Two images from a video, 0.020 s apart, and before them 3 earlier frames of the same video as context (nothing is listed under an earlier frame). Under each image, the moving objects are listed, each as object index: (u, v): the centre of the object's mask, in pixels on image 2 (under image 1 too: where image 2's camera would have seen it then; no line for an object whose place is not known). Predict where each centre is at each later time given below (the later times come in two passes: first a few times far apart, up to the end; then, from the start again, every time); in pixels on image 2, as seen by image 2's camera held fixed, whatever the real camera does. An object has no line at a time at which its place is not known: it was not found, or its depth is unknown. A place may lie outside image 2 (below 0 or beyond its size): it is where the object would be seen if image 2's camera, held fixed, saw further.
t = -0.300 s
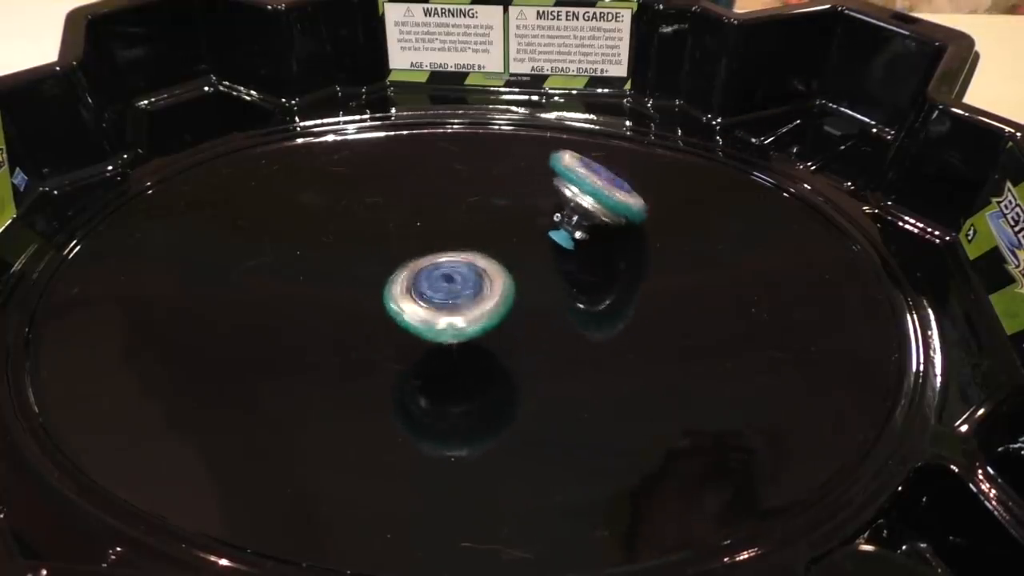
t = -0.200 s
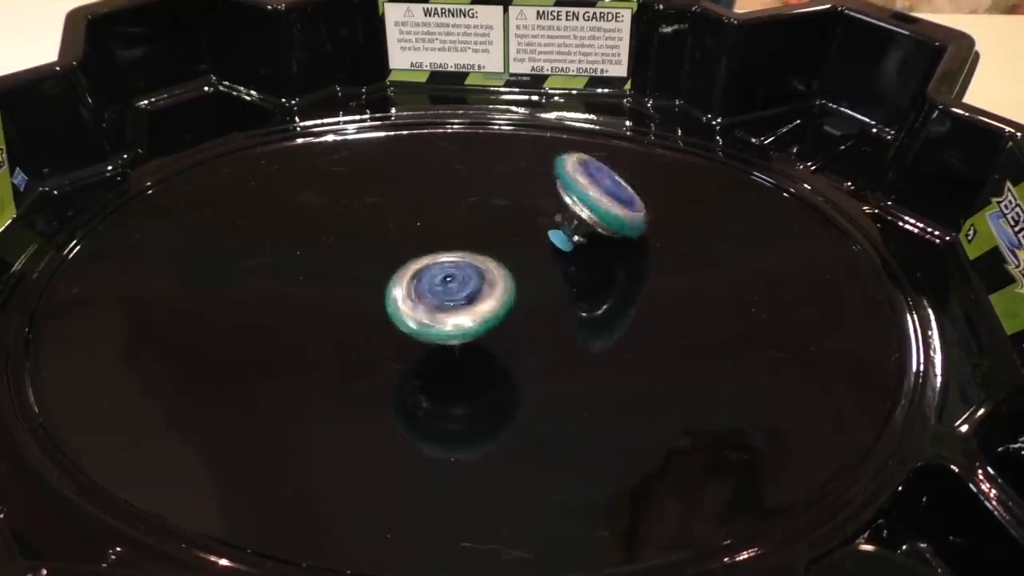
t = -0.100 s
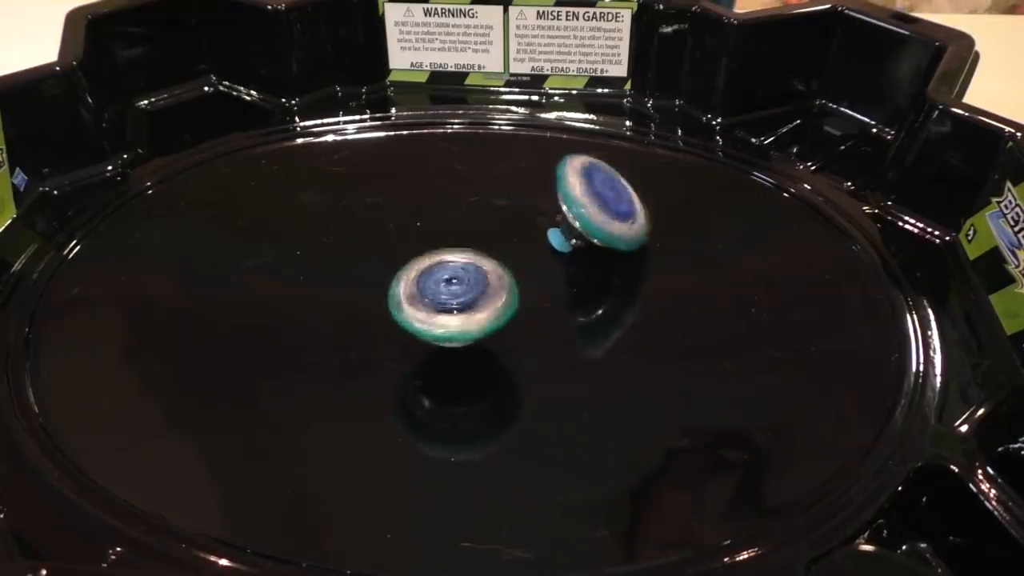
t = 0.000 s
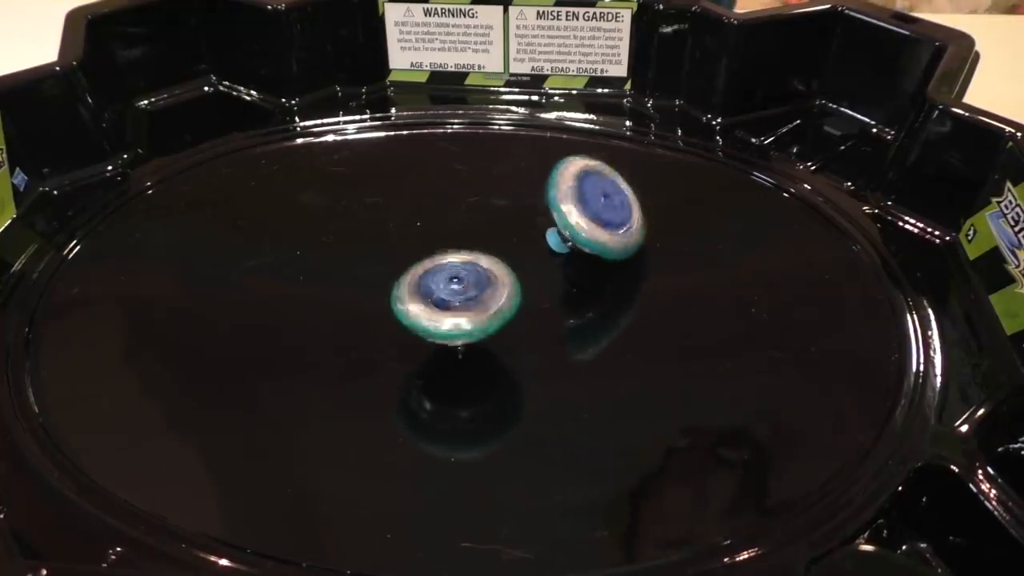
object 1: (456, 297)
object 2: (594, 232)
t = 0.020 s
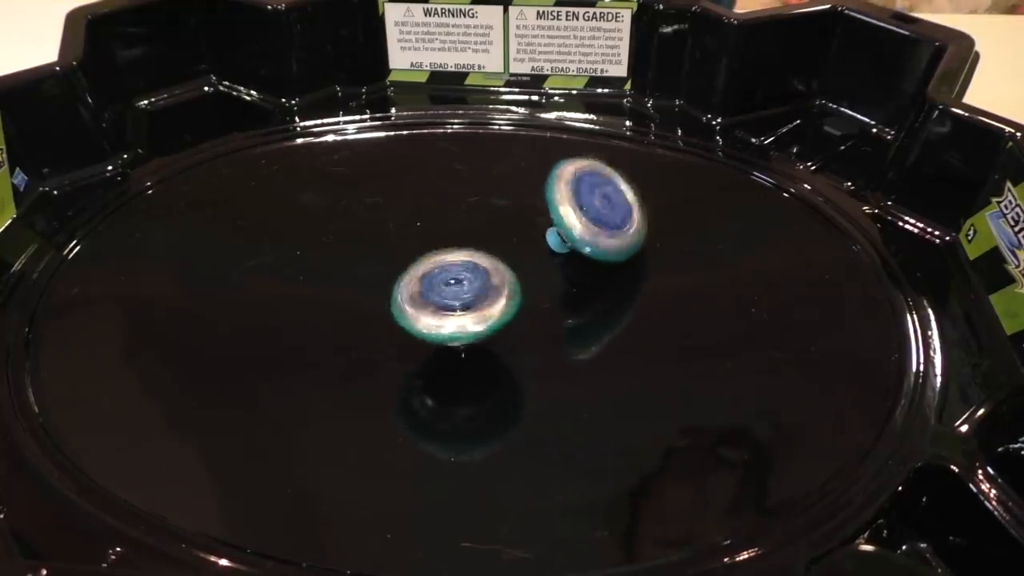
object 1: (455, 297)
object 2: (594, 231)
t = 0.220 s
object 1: (460, 297)
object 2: (579, 234)
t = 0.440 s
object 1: (464, 296)
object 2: (555, 216)
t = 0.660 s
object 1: (470, 293)
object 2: (540, 209)
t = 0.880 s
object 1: (471, 289)
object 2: (531, 205)
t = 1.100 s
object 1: (473, 284)
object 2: (536, 200)
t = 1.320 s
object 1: (469, 283)
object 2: (560, 224)
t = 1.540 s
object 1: (465, 284)
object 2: (558, 231)
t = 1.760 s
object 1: (443, 293)
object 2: (543, 294)
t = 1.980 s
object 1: (387, 328)
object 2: (568, 306)
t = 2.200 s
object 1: (409, 324)
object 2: (554, 295)
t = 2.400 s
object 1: (288, 265)
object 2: (681, 314)
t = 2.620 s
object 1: (228, 212)
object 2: (694, 328)
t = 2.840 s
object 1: (267, 226)
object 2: (572, 335)
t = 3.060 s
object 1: (427, 216)
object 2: (337, 361)
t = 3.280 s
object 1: (528, 234)
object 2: (146, 415)
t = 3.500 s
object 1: (494, 294)
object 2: (172, 428)
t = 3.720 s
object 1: (448, 301)
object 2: (248, 442)
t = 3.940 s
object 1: (454, 296)
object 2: (336, 353)
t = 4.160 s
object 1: (454, 302)
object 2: (292, 321)
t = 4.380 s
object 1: (462, 292)
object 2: (312, 316)
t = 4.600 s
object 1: (499, 281)
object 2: (387, 329)
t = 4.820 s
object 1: (495, 283)
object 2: (419, 362)
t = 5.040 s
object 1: (462, 280)
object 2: (418, 357)
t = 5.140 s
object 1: (450, 273)
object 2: (417, 357)
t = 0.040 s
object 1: (455, 297)
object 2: (593, 232)
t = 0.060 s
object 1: (456, 298)
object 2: (591, 232)
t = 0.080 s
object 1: (456, 297)
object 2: (590, 232)
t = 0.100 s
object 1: (458, 298)
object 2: (590, 233)
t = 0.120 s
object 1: (458, 298)
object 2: (587, 233)
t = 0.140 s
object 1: (458, 297)
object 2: (585, 232)
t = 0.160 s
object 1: (458, 298)
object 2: (584, 232)
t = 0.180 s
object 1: (458, 298)
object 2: (583, 233)
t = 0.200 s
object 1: (461, 297)
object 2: (581, 234)
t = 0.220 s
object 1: (460, 297)
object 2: (579, 234)
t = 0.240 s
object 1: (460, 297)
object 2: (576, 233)
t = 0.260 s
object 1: (460, 298)
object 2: (574, 233)
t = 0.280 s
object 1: (459, 298)
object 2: (572, 233)
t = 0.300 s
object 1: (462, 298)
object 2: (568, 228)
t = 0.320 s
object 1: (463, 296)
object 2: (568, 233)
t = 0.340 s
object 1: (462, 295)
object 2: (566, 229)
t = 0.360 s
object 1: (462, 296)
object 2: (564, 230)
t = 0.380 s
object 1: (462, 296)
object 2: (561, 216)
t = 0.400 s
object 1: (465, 296)
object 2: (559, 216)
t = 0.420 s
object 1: (465, 296)
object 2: (557, 216)
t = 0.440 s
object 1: (464, 296)
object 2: (555, 216)
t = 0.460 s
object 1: (464, 296)
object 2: (553, 215)
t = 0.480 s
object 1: (465, 296)
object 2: (552, 214)
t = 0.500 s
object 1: (468, 295)
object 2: (551, 214)
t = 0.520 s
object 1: (466, 294)
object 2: (549, 214)
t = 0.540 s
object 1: (466, 295)
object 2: (547, 213)
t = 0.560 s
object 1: (468, 295)
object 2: (546, 213)
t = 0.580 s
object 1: (468, 294)
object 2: (544, 212)
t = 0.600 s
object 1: (469, 294)
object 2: (542, 211)
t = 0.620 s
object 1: (467, 293)
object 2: (540, 210)
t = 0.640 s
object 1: (467, 294)
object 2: (540, 209)
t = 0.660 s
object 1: (470, 293)
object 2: (540, 209)
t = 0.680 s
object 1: (469, 292)
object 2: (539, 209)
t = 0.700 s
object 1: (468, 292)
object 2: (537, 209)
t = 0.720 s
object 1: (469, 292)
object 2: (535, 208)
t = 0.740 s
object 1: (469, 292)
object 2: (535, 207)
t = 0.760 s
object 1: (471, 292)
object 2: (534, 207)
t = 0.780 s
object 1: (469, 291)
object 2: (533, 207)
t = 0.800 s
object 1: (469, 291)
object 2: (533, 206)
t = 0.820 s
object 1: (472, 291)
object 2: (533, 206)
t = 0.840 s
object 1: (471, 289)
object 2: (533, 205)
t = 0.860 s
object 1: (470, 289)
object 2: (533, 205)
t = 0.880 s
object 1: (471, 289)
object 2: (531, 205)
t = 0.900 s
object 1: (471, 288)
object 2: (532, 205)
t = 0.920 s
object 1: (471, 287)
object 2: (532, 205)
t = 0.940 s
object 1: (471, 288)
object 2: (532, 204)
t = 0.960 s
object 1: (472, 288)
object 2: (533, 203)
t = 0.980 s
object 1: (474, 287)
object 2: (533, 203)
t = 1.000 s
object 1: (471, 286)
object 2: (533, 203)
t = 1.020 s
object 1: (471, 286)
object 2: (533, 201)
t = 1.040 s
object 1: (474, 286)
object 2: (534, 201)
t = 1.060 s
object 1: (472, 285)
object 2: (535, 201)
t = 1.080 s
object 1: (472, 286)
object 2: (535, 201)
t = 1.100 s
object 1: (473, 284)
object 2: (536, 200)
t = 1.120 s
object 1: (472, 285)
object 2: (537, 200)
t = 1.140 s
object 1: (469, 285)
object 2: (538, 200)
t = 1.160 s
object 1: (471, 285)
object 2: (539, 200)
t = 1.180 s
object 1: (471, 285)
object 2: (545, 224)
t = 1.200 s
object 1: (469, 283)
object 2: (548, 222)
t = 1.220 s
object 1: (471, 284)
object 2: (551, 222)
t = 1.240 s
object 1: (471, 283)
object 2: (552, 221)
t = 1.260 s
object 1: (470, 282)
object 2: (553, 221)
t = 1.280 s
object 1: (469, 283)
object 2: (555, 221)
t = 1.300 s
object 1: (469, 283)
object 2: (559, 223)
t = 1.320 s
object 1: (469, 283)
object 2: (560, 224)
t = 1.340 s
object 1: (468, 283)
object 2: (561, 225)
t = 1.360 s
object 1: (469, 283)
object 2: (562, 225)
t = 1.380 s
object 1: (469, 282)
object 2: (563, 225)
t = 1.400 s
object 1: (467, 283)
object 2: (563, 226)
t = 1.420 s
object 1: (467, 282)
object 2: (563, 226)
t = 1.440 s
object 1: (466, 281)
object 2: (563, 227)
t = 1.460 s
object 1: (464, 283)
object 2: (563, 227)
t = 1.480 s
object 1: (465, 283)
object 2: (561, 228)
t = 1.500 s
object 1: (465, 283)
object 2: (561, 229)
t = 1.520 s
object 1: (464, 284)
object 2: (560, 230)
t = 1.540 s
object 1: (465, 284)
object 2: (558, 231)
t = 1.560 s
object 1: (465, 284)
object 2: (556, 236)
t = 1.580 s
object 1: (463, 284)
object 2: (556, 239)
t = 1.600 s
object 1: (463, 284)
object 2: (554, 244)
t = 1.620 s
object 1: (462, 283)
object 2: (552, 247)
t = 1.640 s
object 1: (461, 286)
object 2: (551, 254)
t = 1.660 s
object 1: (461, 285)
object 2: (548, 263)
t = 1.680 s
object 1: (459, 286)
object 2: (546, 269)
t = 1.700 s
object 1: (456, 287)
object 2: (543, 271)
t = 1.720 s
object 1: (456, 288)
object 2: (541, 279)
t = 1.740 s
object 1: (450, 290)
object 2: (539, 288)
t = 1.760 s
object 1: (443, 293)
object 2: (543, 294)
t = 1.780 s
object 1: (433, 298)
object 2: (548, 295)
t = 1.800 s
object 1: (424, 303)
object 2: (554, 298)
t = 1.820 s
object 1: (419, 307)
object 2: (561, 301)
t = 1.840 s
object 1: (411, 310)
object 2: (565, 303)
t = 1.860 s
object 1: (405, 314)
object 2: (569, 304)
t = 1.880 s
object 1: (403, 317)
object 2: (568, 303)
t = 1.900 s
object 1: (395, 319)
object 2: (569, 304)
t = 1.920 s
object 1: (393, 321)
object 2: (569, 305)
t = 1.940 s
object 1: (390, 323)
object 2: (569, 307)
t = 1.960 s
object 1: (388, 326)
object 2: (568, 306)
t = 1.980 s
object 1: (387, 328)
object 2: (568, 306)
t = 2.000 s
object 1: (385, 330)
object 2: (568, 306)
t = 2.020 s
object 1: (388, 331)
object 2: (570, 307)
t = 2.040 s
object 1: (386, 332)
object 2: (571, 307)
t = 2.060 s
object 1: (389, 333)
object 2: (571, 307)
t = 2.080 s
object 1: (391, 332)
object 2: (572, 308)
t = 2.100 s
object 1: (393, 332)
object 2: (571, 308)
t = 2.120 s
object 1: (397, 330)
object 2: (571, 308)
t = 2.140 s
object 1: (398, 329)
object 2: (566, 301)
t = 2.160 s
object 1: (404, 327)
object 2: (562, 292)
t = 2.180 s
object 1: (405, 325)
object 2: (558, 294)
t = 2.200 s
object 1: (409, 324)
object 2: (554, 295)
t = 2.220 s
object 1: (413, 320)
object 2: (551, 295)
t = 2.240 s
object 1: (416, 318)
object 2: (549, 296)
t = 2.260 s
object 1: (400, 311)
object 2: (565, 301)
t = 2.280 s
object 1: (377, 304)
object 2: (585, 305)
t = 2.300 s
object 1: (358, 297)
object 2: (604, 305)
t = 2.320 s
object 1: (341, 290)
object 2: (623, 309)
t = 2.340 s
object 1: (323, 284)
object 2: (639, 312)
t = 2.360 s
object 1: (311, 278)
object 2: (654, 310)
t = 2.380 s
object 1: (297, 271)
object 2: (669, 310)
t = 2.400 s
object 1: (288, 265)
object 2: (681, 314)
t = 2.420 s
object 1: (276, 258)
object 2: (690, 317)
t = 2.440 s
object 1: (269, 253)
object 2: (697, 314)
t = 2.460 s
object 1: (261, 247)
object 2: (703, 315)
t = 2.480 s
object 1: (256, 242)
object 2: (706, 320)
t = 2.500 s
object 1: (249, 237)
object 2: (708, 319)
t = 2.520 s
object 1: (244, 231)
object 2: (709, 318)
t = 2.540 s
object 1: (240, 227)
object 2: (710, 323)
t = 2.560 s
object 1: (236, 222)
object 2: (708, 324)
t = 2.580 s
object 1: (234, 219)
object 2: (704, 324)
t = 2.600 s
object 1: (228, 215)
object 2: (701, 327)
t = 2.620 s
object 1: (228, 212)
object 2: (694, 328)
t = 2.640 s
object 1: (224, 210)
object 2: (688, 330)
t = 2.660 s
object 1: (224, 208)
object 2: (681, 331)
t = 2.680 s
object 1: (223, 208)
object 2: (675, 325)
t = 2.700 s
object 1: (222, 208)
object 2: (668, 325)
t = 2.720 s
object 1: (226, 210)
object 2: (658, 329)
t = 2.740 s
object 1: (228, 211)
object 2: (647, 323)
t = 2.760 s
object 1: (237, 214)
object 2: (634, 323)
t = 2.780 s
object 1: (240, 218)
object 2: (621, 329)
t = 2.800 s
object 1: (247, 219)
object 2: (607, 327)
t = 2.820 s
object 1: (256, 224)
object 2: (587, 326)
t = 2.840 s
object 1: (267, 226)
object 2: (572, 335)
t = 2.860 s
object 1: (279, 231)
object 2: (553, 339)
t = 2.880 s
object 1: (288, 234)
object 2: (533, 332)
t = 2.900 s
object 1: (304, 236)
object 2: (510, 330)
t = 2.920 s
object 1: (319, 240)
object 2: (494, 337)
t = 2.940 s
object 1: (334, 241)
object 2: (476, 342)
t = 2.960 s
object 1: (350, 246)
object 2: (452, 331)
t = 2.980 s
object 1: (362, 244)
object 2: (429, 323)
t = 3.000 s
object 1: (380, 232)
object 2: (403, 323)
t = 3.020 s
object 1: (395, 228)
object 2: (380, 328)
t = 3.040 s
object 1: (410, 221)
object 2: (360, 346)
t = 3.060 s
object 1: (427, 216)
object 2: (337, 361)
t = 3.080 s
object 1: (440, 214)
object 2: (312, 361)
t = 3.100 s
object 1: (451, 209)
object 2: (281, 360)
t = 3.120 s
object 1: (465, 207)
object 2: (257, 368)
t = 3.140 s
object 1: (476, 207)
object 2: (235, 379)
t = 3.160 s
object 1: (486, 207)
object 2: (214, 386)
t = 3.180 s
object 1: (496, 211)
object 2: (193, 391)
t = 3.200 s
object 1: (504, 215)
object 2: (176, 395)
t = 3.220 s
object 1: (511, 218)
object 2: (162, 399)
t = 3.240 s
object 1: (518, 224)
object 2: (152, 408)
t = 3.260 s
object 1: (522, 229)
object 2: (146, 412)
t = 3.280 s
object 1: (528, 234)
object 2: (146, 415)
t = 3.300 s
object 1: (530, 243)
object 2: (150, 417)
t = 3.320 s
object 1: (532, 250)
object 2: (158, 421)
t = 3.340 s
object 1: (531, 256)
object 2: (164, 422)
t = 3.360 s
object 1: (531, 261)
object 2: (166, 421)
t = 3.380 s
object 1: (529, 269)
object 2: (167, 423)
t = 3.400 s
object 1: (523, 274)
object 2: (167, 427)
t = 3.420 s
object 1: (520, 280)
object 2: (167, 428)
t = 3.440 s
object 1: (512, 283)
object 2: (168, 426)
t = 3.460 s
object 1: (508, 287)
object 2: (171, 427)
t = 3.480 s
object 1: (501, 290)
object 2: (171, 430)
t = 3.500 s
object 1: (494, 294)
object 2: (172, 428)
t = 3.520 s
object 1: (487, 303)
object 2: (174, 430)
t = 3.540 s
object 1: (480, 299)
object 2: (177, 431)
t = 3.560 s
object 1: (471, 302)
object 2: (179, 434)
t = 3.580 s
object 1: (464, 304)
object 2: (182, 435)
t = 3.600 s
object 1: (458, 308)
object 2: (187, 437)
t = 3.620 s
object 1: (453, 308)
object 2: (194, 438)
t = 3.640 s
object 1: (450, 306)
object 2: (202, 441)
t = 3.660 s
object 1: (448, 303)
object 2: (212, 444)
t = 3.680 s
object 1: (448, 304)
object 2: (222, 446)
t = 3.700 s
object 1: (448, 305)
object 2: (235, 445)
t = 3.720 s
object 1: (448, 301)
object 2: (248, 442)
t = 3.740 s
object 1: (449, 300)
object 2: (261, 438)
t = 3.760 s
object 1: (449, 300)
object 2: (274, 431)
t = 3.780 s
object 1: (449, 300)
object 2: (286, 423)
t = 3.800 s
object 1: (449, 300)
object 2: (297, 415)
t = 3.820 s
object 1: (448, 298)
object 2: (307, 410)
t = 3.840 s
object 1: (449, 296)
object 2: (317, 402)
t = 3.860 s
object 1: (451, 298)
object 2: (324, 394)
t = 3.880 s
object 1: (452, 299)
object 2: (330, 383)
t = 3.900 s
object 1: (452, 299)
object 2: (334, 373)
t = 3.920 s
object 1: (453, 297)
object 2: (336, 363)
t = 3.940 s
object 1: (454, 296)
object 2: (336, 353)
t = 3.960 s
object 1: (456, 299)
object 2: (334, 347)
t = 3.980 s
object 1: (455, 300)
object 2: (334, 343)
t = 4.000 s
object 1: (453, 299)
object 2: (325, 330)
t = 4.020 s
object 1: (453, 300)
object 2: (319, 326)
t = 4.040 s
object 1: (455, 299)
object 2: (314, 324)
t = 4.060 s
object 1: (455, 299)
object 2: (309, 322)
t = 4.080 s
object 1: (454, 299)
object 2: (304, 321)
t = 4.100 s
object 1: (455, 300)
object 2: (300, 320)
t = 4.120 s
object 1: (455, 300)
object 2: (296, 320)
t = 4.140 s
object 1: (455, 299)
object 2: (293, 321)
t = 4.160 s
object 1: (454, 302)
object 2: (292, 321)
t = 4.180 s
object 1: (455, 301)
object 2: (291, 322)
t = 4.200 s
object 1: (456, 301)
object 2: (290, 323)
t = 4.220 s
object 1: (456, 300)
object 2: (291, 325)
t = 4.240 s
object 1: (456, 299)
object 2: (291, 324)
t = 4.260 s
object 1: (455, 298)
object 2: (293, 324)
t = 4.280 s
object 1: (456, 296)
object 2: (294, 323)
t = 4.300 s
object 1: (457, 294)
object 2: (297, 323)
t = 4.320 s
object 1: (458, 294)
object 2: (299, 320)
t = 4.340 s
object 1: (459, 295)
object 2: (303, 320)
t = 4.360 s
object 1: (460, 294)
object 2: (307, 317)
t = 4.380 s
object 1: (462, 292)
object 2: (312, 316)
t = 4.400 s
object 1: (464, 291)
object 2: (317, 315)
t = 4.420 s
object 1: (467, 290)
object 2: (324, 316)
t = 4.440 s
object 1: (470, 289)
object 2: (330, 313)
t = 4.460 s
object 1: (474, 288)
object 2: (337, 313)
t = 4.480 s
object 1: (478, 288)
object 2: (345, 315)
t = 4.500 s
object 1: (482, 287)
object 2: (352, 315)
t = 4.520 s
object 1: (486, 286)
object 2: (359, 315)
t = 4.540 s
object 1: (490, 285)
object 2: (365, 316)
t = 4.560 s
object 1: (494, 283)
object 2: (371, 318)
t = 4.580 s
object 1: (497, 282)
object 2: (378, 320)
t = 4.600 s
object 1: (499, 281)
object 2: (387, 329)
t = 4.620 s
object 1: (500, 281)
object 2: (391, 327)
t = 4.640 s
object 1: (501, 280)
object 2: (396, 331)
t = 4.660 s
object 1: (501, 280)
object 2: (401, 341)
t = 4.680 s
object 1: (502, 280)
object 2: (406, 338)
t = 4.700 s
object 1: (502, 280)
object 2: (409, 342)
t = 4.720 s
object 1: (502, 280)
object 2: (412, 346)
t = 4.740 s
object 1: (501, 280)
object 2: (414, 354)
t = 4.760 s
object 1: (500, 281)
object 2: (418, 354)
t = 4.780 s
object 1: (499, 281)
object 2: (418, 360)
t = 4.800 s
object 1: (498, 282)
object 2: (419, 361)
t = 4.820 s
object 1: (495, 283)
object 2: (419, 362)
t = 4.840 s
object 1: (493, 284)
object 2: (419, 363)
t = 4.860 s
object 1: (490, 286)
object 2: (419, 365)
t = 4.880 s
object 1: (487, 286)
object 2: (419, 364)
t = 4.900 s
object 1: (484, 286)
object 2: (419, 364)
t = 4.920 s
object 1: (481, 286)
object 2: (419, 364)
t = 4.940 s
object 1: (479, 286)
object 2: (419, 363)
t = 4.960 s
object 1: (476, 286)
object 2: (419, 361)
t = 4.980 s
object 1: (473, 285)
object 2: (419, 360)
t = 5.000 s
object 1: (470, 284)
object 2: (418, 359)
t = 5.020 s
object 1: (466, 282)
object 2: (418, 358)
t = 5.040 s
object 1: (462, 280)
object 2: (418, 357)
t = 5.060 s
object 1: (458, 278)
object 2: (417, 357)
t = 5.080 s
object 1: (455, 276)
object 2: (417, 357)
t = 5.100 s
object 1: (453, 275)
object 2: (417, 357)
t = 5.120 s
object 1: (451, 274)
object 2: (417, 357)
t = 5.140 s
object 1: (450, 273)
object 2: (417, 357)
